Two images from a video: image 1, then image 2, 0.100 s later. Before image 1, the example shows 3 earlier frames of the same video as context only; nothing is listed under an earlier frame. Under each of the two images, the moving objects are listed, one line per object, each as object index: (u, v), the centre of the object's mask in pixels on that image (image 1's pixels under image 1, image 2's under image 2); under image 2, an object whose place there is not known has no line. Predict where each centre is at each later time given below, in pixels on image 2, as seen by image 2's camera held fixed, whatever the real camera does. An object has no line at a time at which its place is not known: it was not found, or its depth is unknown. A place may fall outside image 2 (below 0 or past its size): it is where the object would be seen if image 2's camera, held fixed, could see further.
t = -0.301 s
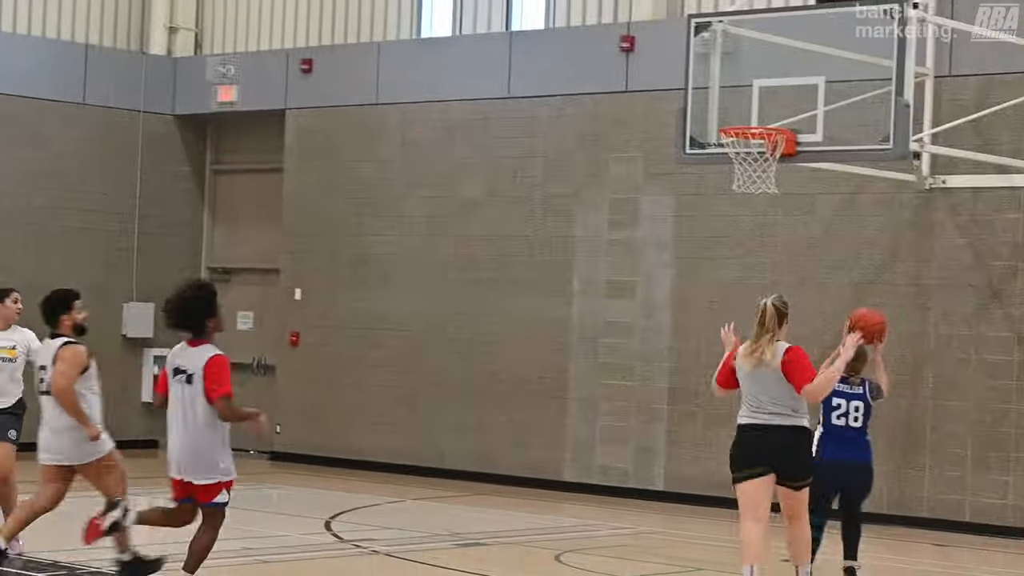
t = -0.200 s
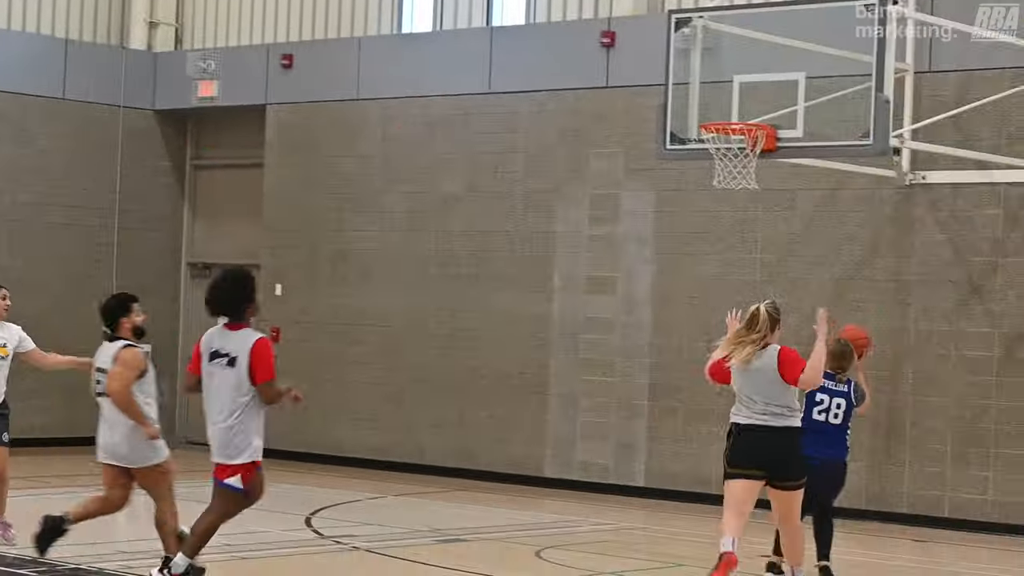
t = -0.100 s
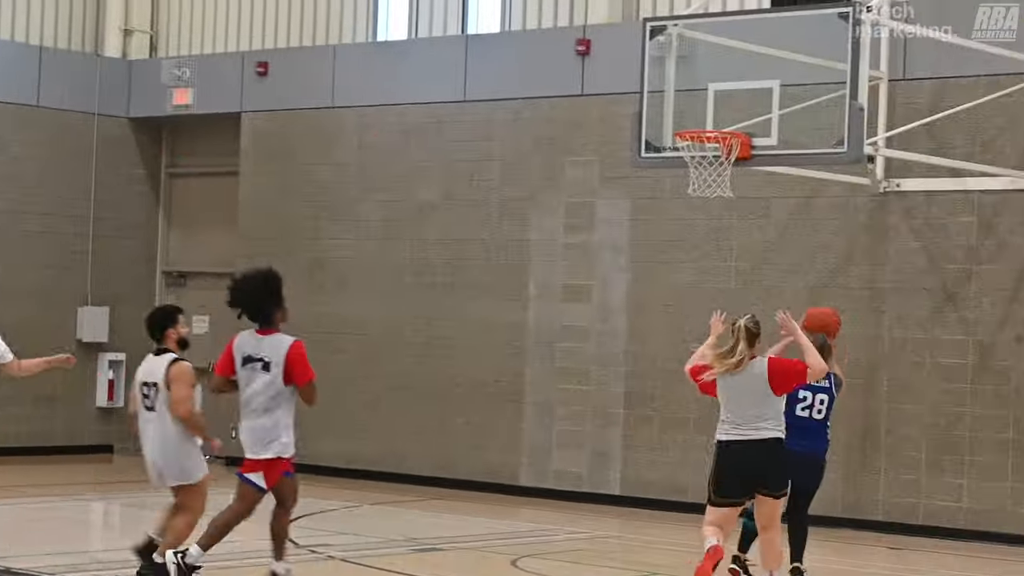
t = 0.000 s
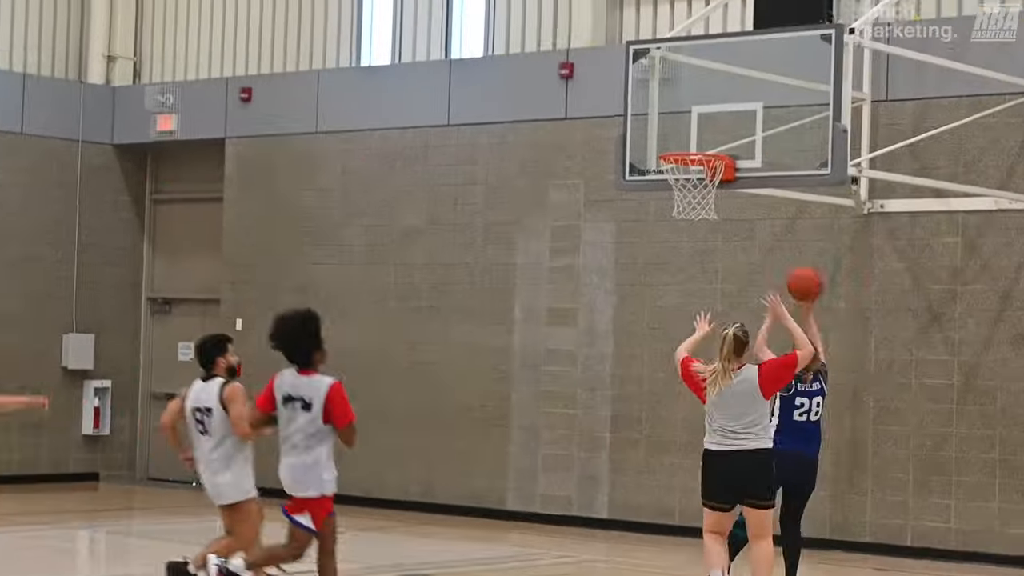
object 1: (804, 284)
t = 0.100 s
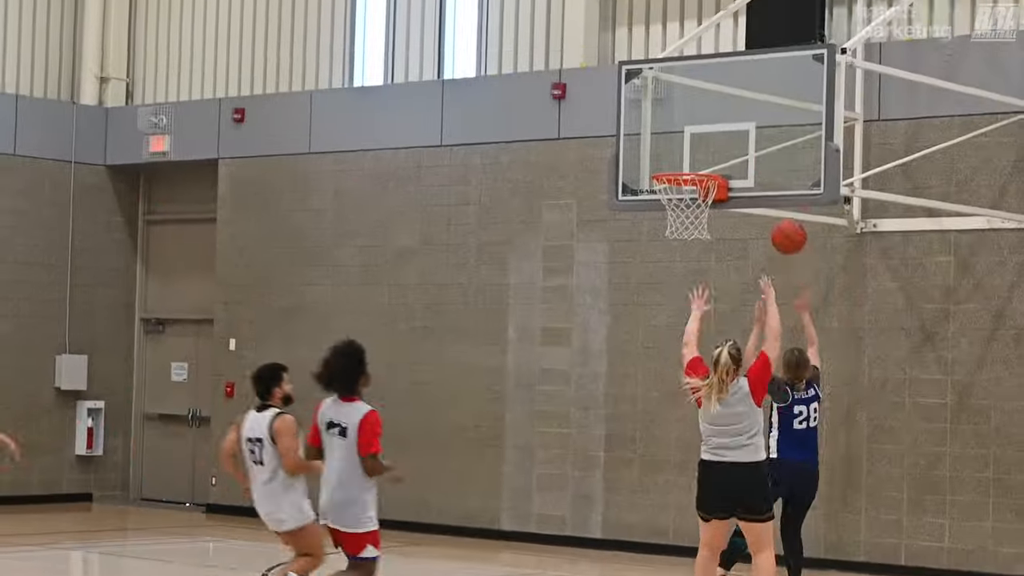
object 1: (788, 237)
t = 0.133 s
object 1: (785, 216)
